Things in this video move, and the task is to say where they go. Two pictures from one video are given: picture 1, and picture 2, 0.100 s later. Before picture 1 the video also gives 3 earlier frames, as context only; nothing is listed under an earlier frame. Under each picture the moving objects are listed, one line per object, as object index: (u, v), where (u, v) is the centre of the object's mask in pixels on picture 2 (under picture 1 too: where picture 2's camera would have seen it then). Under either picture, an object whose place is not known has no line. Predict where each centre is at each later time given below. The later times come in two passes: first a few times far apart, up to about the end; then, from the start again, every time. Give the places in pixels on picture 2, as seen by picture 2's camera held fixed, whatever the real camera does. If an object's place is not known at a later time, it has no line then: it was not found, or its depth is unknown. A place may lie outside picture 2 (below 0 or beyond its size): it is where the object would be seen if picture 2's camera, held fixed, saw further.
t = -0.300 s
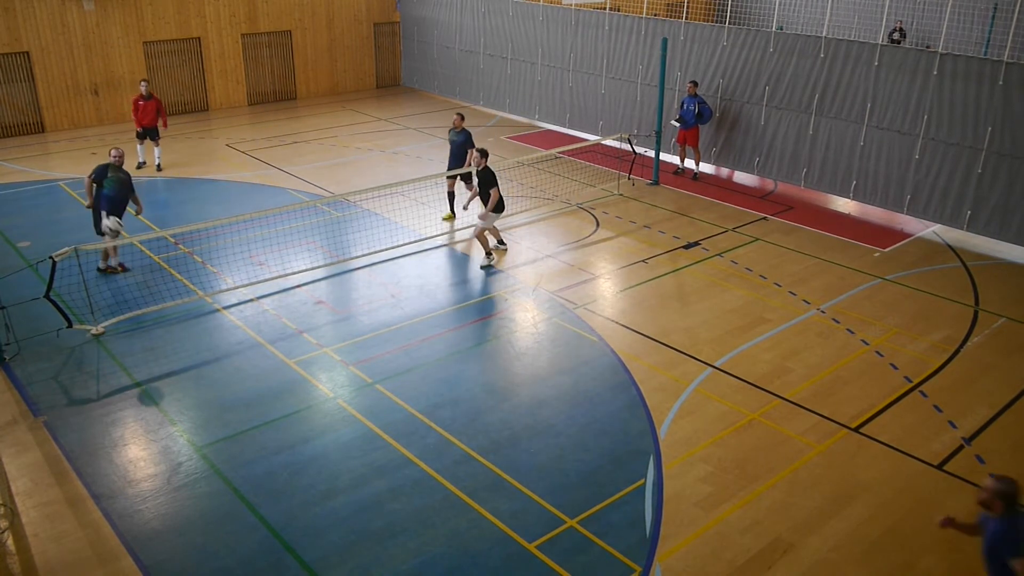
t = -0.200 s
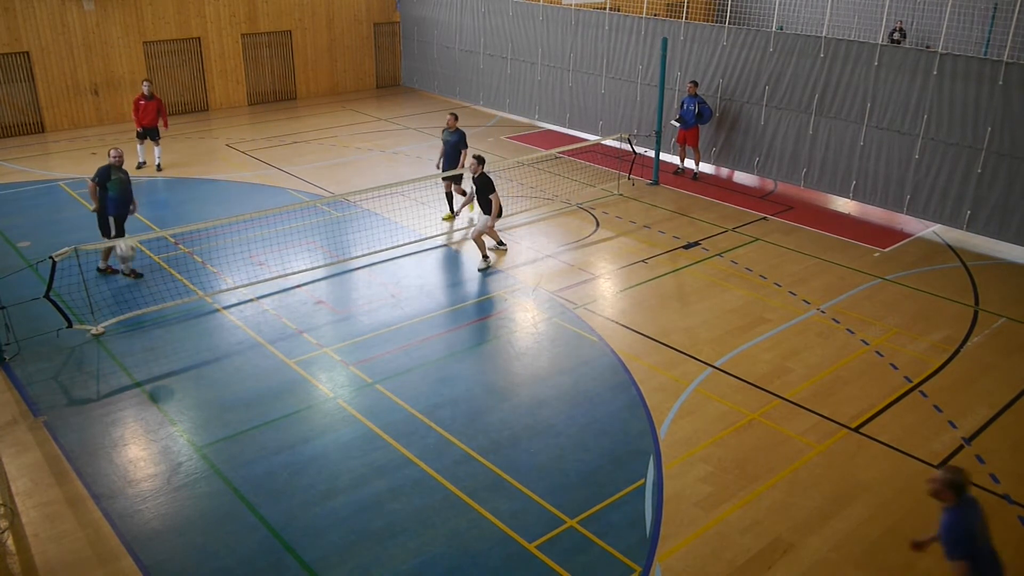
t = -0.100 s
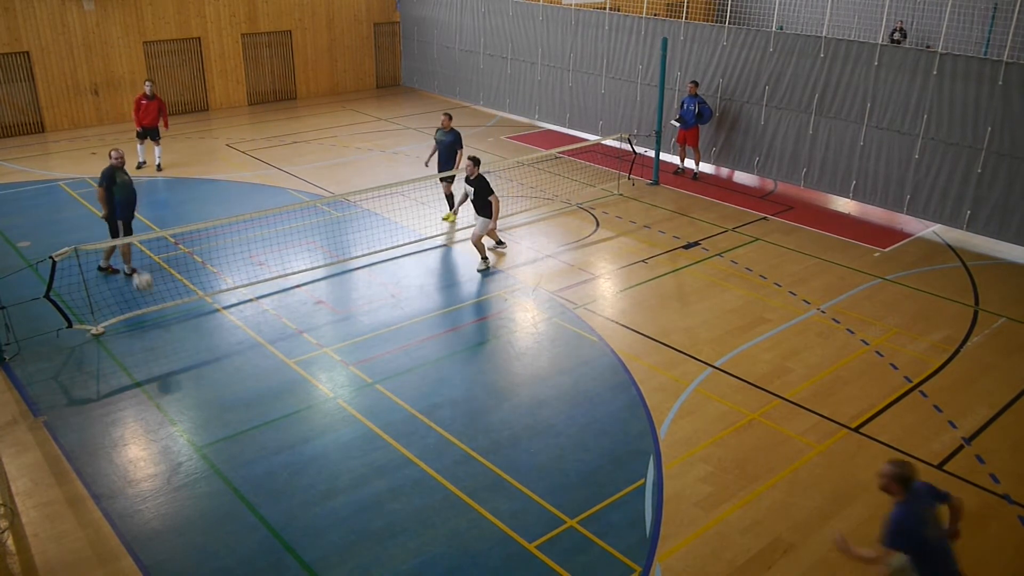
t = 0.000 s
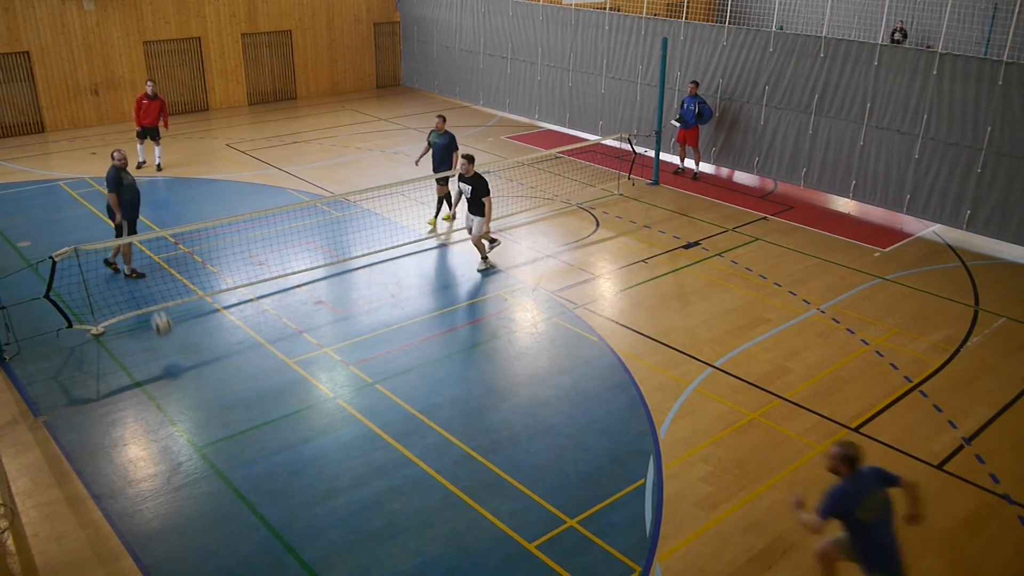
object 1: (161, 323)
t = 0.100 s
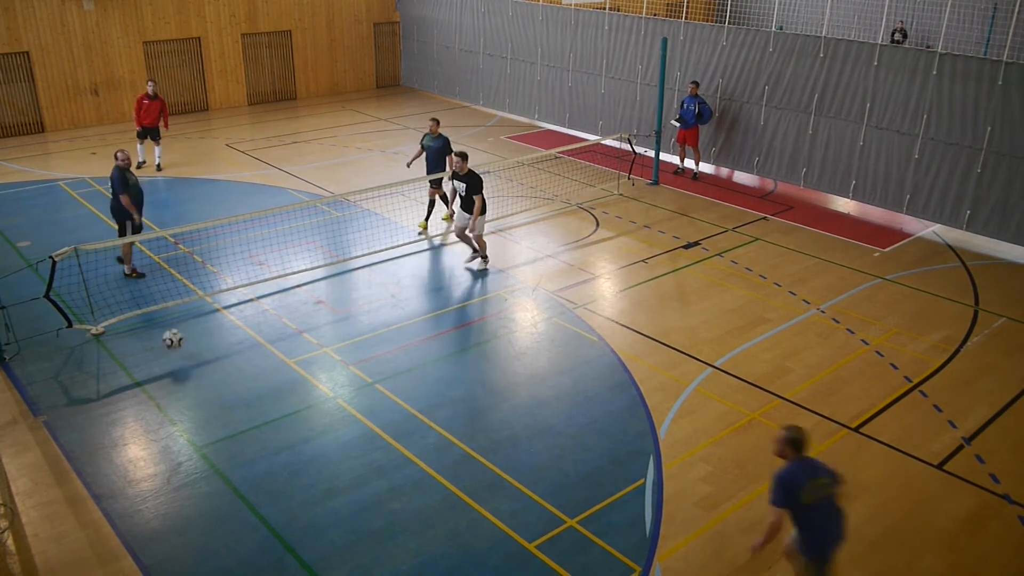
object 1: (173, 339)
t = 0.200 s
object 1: (174, 320)
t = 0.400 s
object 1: (181, 305)
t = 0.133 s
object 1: (173, 332)
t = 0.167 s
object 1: (173, 325)
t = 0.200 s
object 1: (174, 320)
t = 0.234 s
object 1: (175, 315)
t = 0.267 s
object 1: (177, 311)
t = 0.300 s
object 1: (177, 309)
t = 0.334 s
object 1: (179, 307)
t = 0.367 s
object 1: (180, 305)
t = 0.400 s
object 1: (181, 305)
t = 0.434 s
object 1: (183, 306)
